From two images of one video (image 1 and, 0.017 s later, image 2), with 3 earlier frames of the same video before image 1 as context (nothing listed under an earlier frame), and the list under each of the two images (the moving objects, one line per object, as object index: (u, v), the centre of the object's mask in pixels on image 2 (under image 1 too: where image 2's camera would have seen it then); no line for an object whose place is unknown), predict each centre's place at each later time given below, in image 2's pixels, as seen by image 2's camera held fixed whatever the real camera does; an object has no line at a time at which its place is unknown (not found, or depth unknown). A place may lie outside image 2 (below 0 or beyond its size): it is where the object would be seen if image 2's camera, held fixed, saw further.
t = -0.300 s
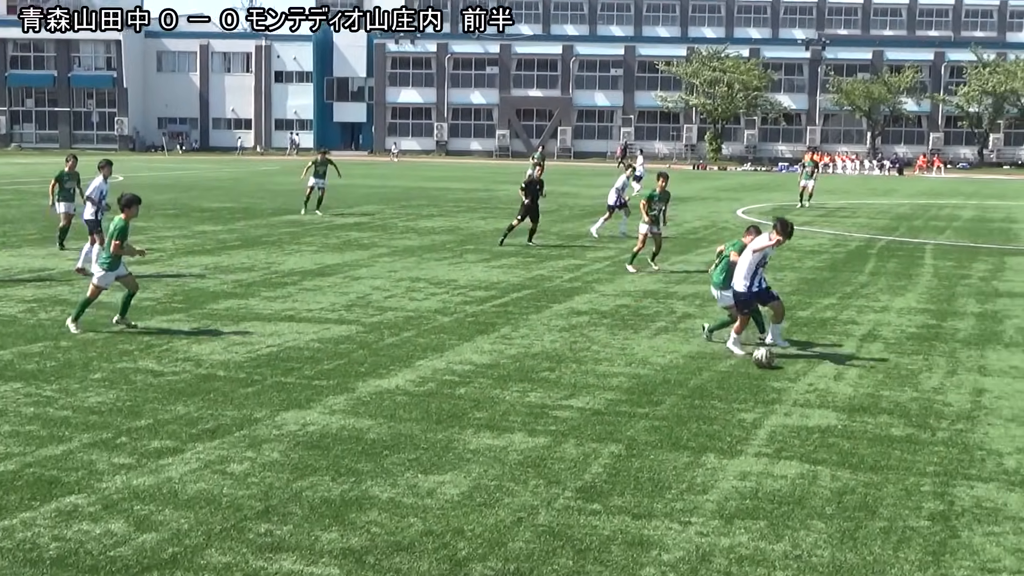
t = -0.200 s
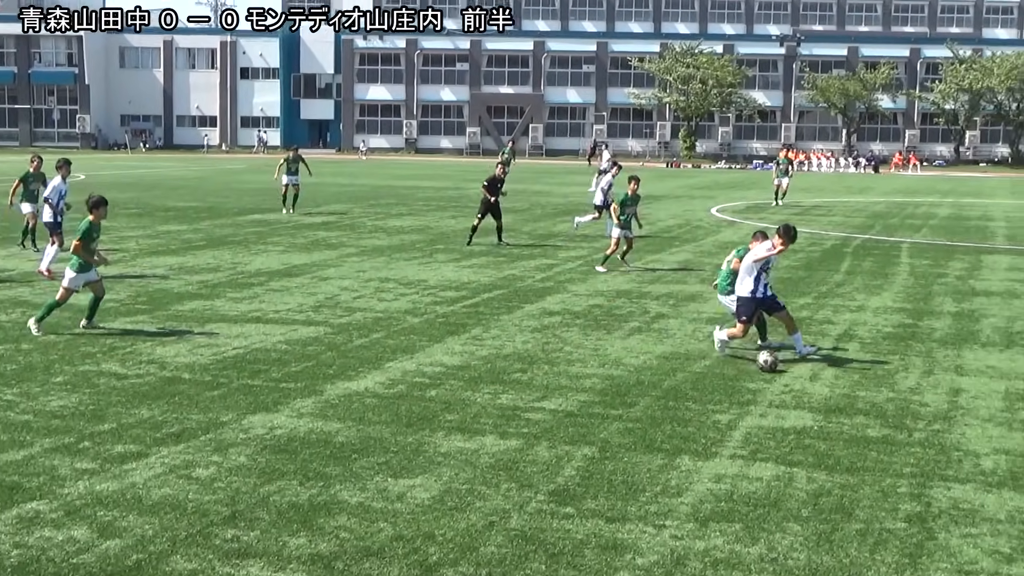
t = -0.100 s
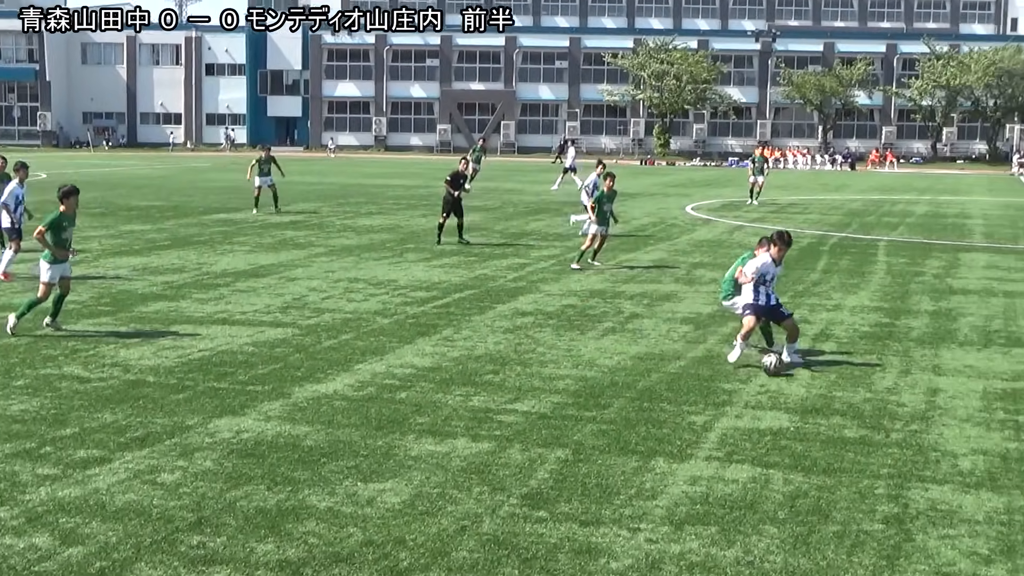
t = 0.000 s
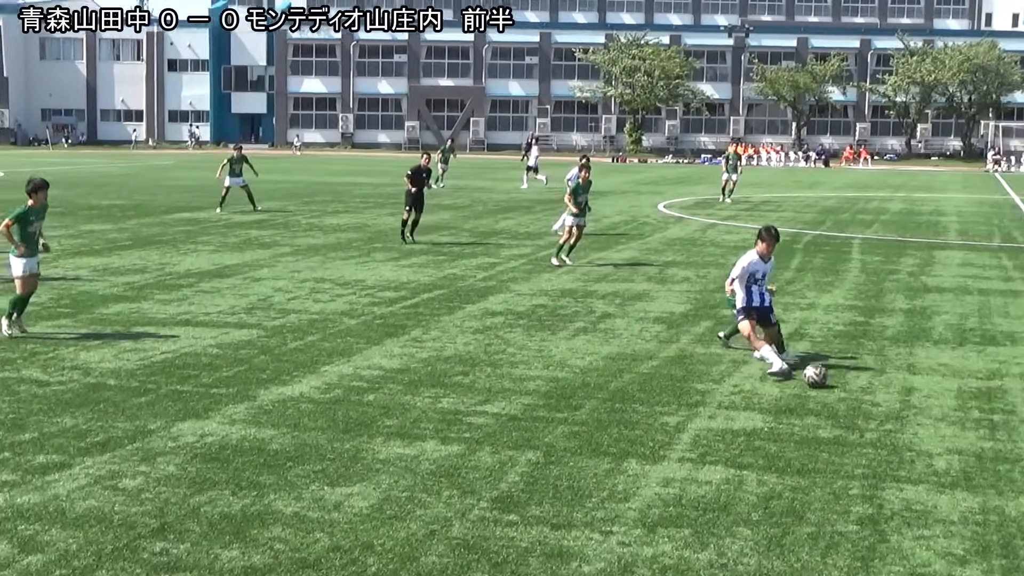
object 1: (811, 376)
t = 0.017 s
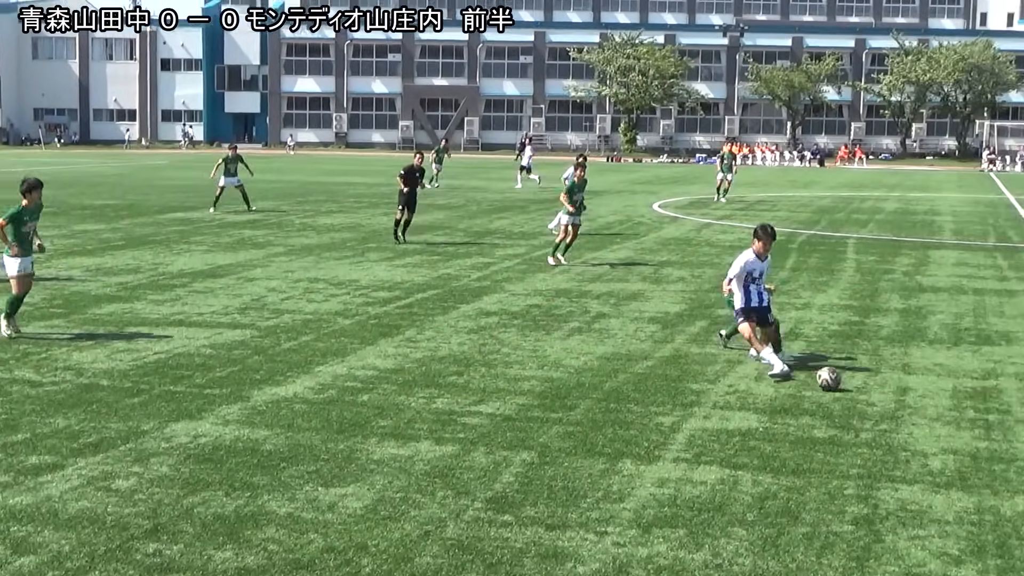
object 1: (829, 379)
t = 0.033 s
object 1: (847, 382)
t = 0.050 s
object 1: (865, 387)
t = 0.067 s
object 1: (885, 390)
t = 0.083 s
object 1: (904, 395)
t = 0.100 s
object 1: (923, 398)
